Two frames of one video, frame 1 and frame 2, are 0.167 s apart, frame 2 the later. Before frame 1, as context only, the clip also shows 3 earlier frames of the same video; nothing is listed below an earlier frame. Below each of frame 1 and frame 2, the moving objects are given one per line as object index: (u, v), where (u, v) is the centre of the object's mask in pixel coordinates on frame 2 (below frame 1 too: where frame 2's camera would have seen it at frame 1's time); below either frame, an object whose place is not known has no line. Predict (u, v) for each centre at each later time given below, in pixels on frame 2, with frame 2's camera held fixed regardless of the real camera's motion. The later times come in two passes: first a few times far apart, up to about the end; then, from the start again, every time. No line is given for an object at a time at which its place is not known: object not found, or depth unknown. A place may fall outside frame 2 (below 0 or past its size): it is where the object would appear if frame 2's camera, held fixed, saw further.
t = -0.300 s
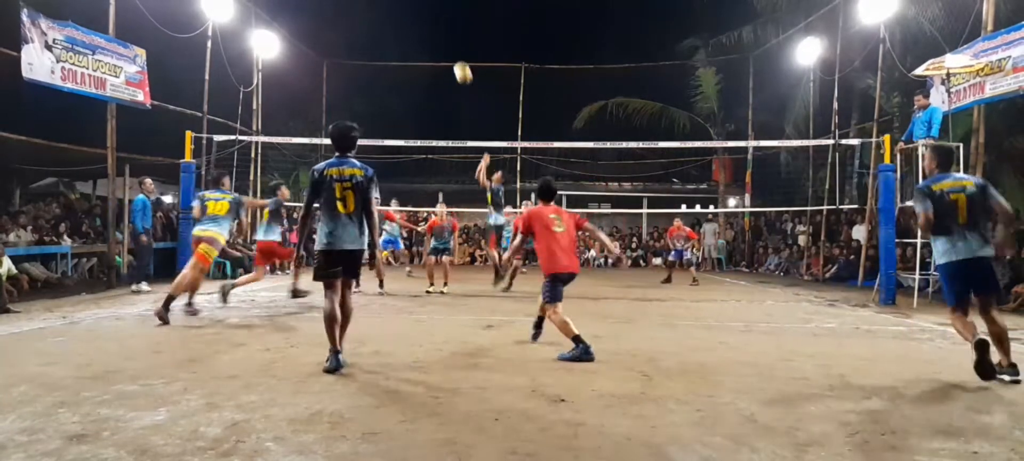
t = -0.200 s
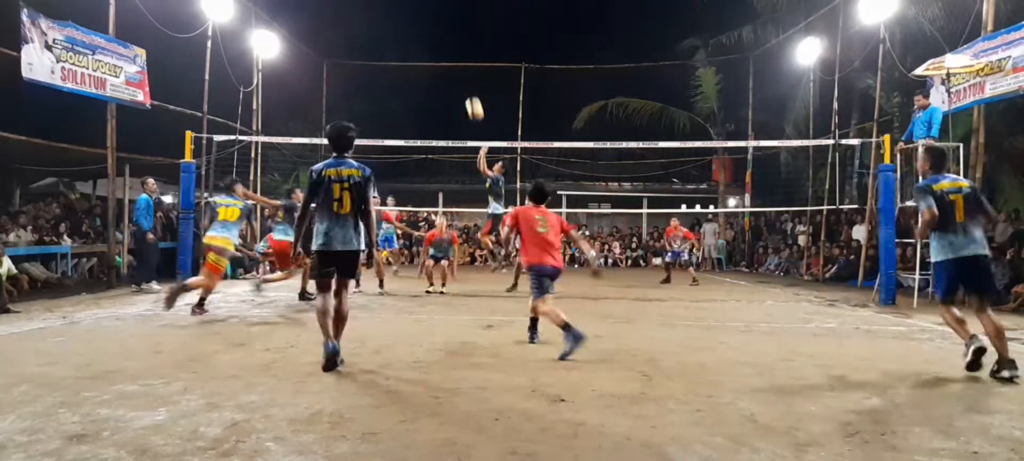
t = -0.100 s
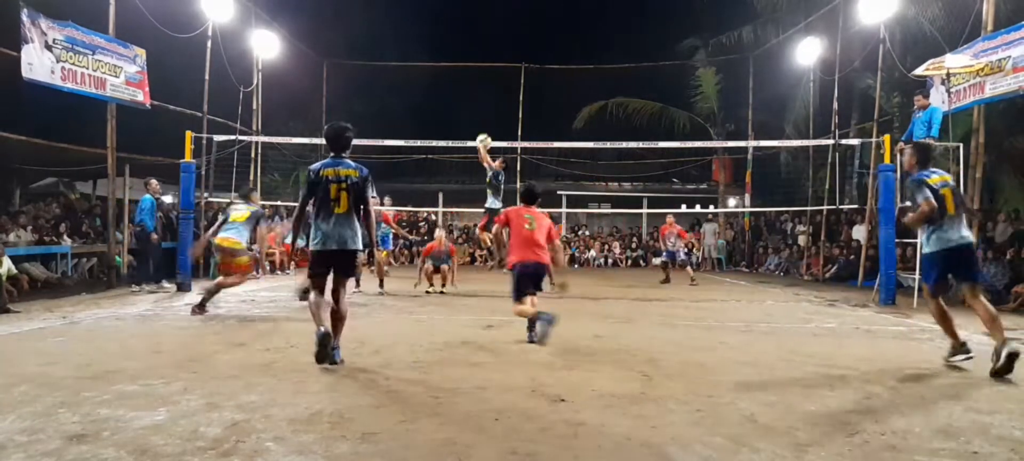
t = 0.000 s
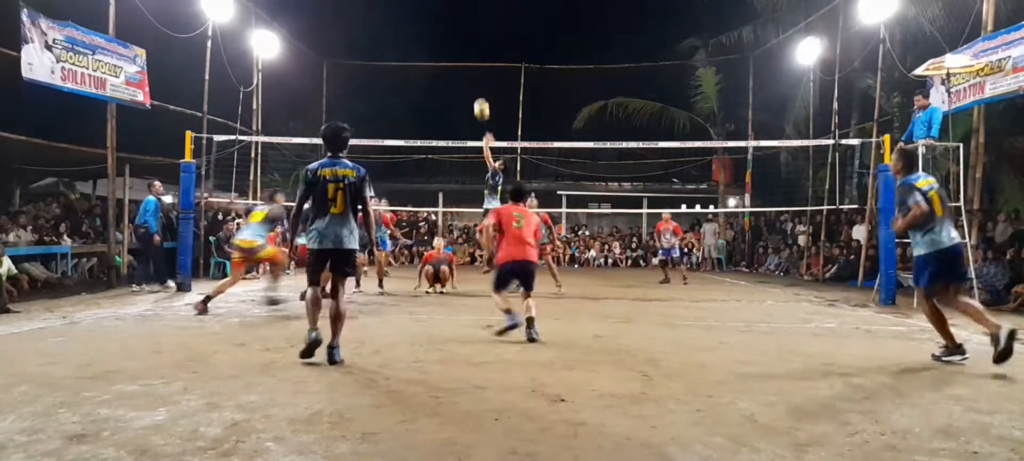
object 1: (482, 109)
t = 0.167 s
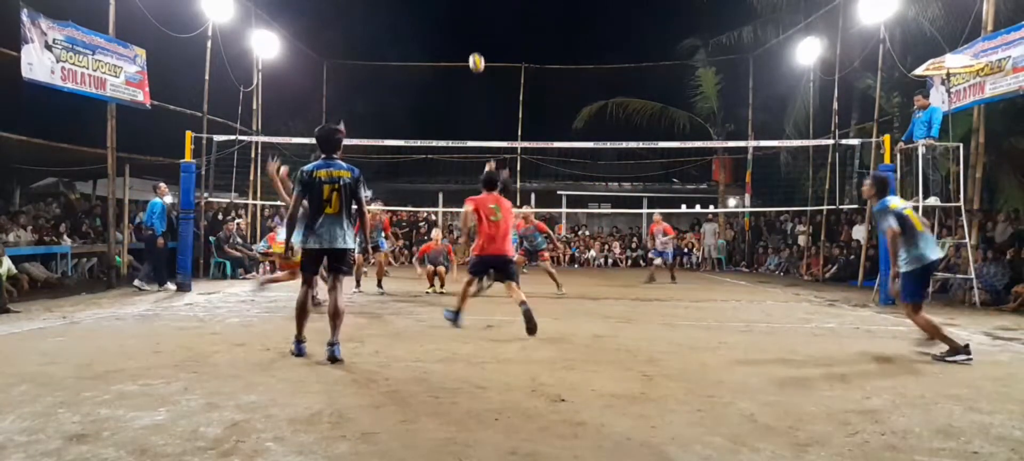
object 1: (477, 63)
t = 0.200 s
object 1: (475, 55)
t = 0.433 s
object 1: (468, 26)
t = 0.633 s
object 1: (462, 32)
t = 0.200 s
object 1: (475, 55)
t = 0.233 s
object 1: (474, 49)
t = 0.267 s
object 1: (473, 44)
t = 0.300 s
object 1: (472, 39)
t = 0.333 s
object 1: (471, 34)
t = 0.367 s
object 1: (470, 31)
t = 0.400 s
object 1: (469, 28)
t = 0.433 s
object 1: (468, 26)
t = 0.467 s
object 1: (467, 25)
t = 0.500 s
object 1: (465, 25)
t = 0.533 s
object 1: (465, 26)
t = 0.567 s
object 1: (464, 27)
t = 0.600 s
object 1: (463, 29)
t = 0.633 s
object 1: (462, 32)
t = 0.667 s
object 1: (462, 35)
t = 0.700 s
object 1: (460, 39)
